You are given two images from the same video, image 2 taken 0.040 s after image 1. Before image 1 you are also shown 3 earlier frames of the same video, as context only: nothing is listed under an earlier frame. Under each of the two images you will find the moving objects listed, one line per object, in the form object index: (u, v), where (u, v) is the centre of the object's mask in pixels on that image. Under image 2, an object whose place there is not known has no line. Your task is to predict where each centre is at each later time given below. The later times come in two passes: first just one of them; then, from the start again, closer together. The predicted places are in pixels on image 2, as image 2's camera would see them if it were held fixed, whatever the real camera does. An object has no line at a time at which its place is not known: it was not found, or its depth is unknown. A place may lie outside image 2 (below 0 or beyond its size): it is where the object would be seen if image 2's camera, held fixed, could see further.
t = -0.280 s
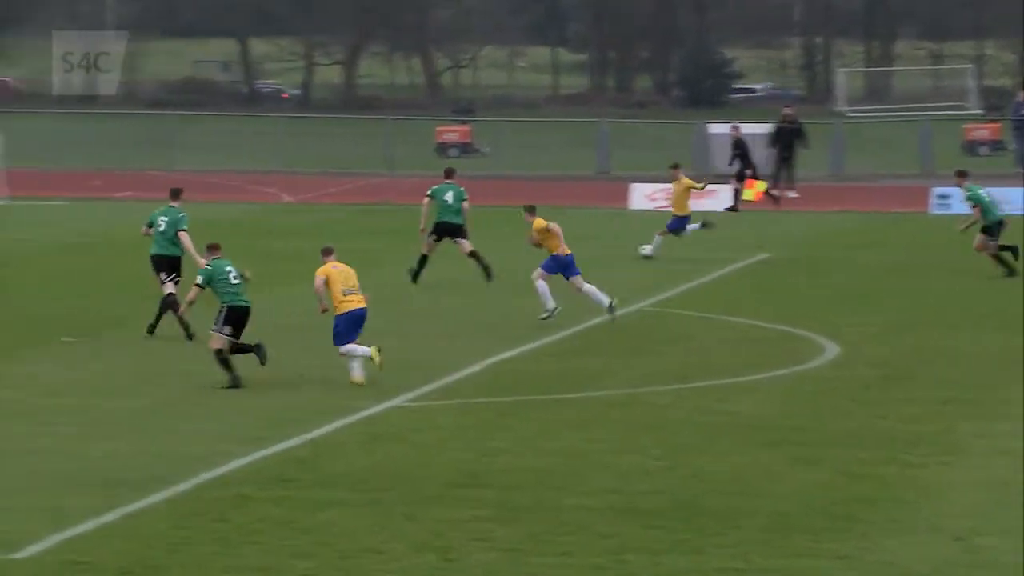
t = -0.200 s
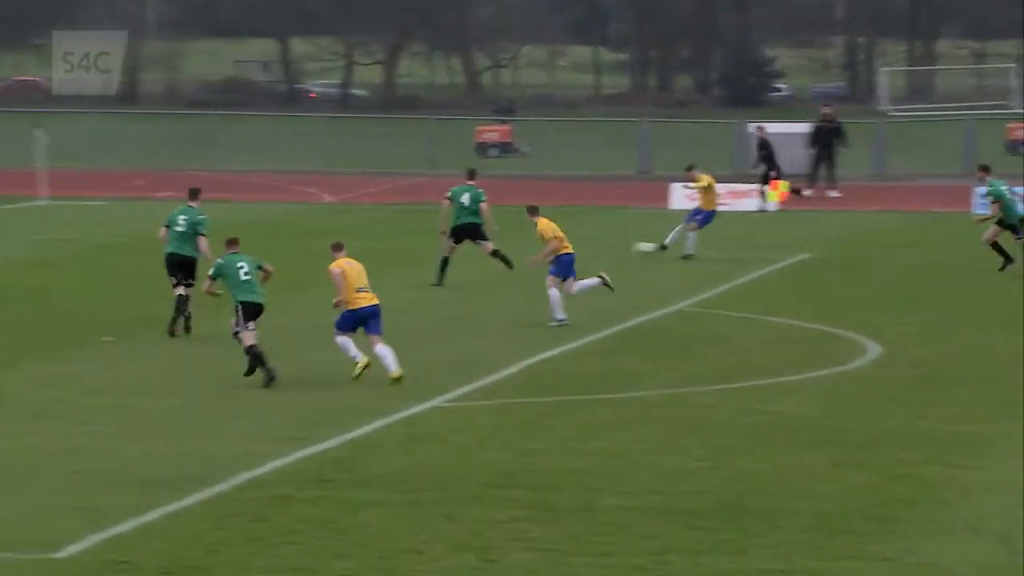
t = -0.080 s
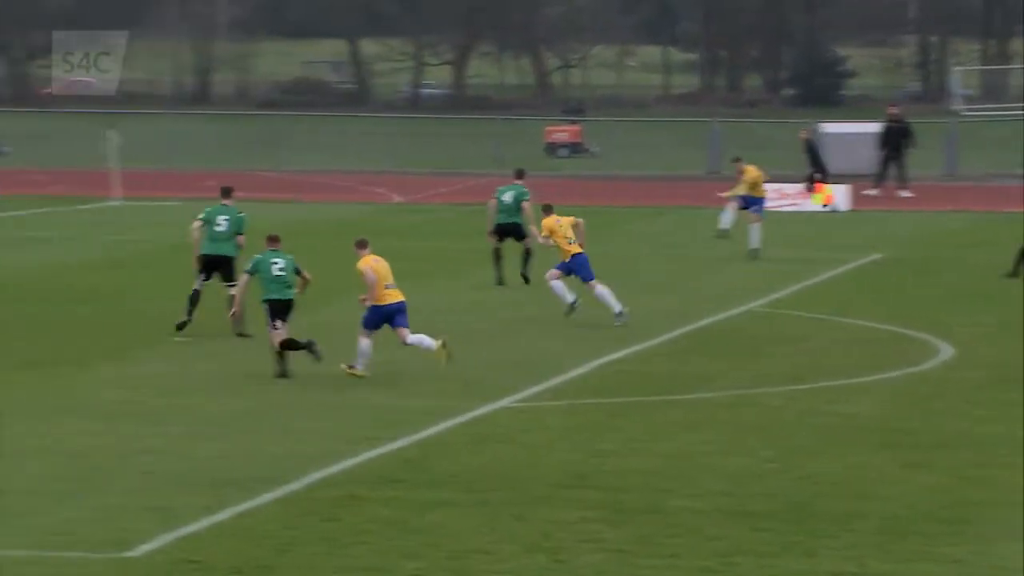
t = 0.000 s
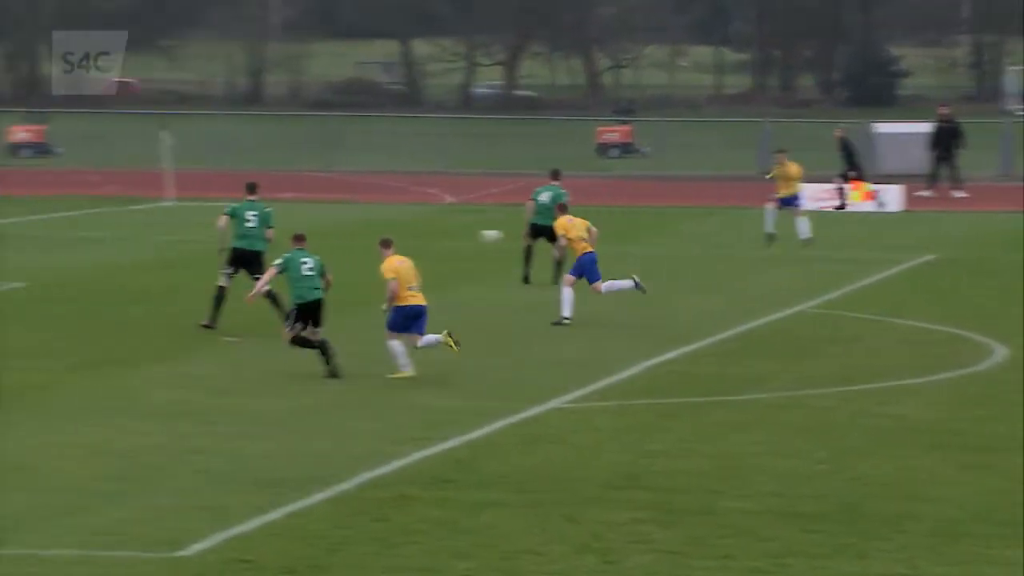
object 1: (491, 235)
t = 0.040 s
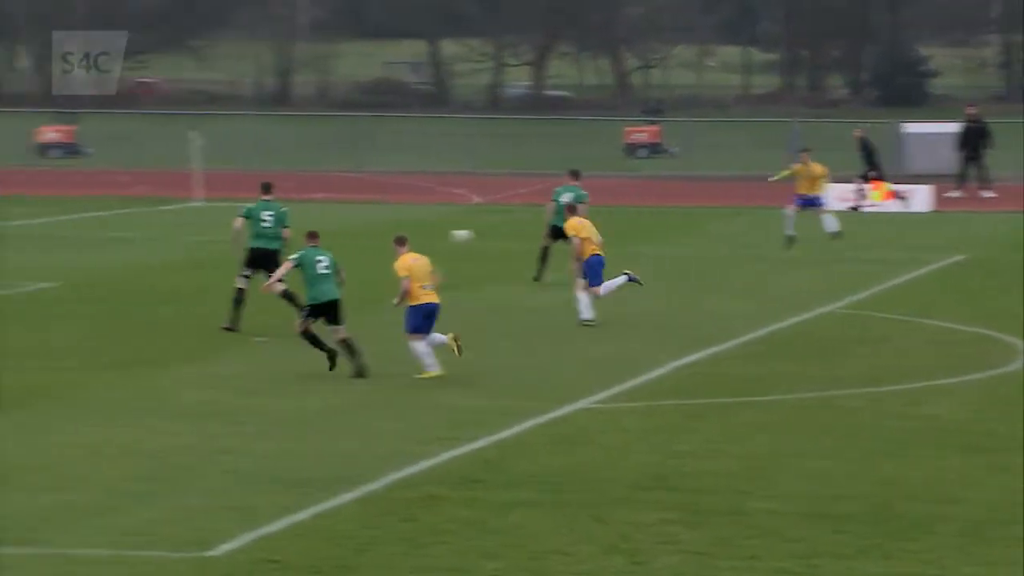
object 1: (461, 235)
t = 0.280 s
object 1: (99, 263)
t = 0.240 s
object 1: (163, 254)
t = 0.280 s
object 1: (99, 263)
